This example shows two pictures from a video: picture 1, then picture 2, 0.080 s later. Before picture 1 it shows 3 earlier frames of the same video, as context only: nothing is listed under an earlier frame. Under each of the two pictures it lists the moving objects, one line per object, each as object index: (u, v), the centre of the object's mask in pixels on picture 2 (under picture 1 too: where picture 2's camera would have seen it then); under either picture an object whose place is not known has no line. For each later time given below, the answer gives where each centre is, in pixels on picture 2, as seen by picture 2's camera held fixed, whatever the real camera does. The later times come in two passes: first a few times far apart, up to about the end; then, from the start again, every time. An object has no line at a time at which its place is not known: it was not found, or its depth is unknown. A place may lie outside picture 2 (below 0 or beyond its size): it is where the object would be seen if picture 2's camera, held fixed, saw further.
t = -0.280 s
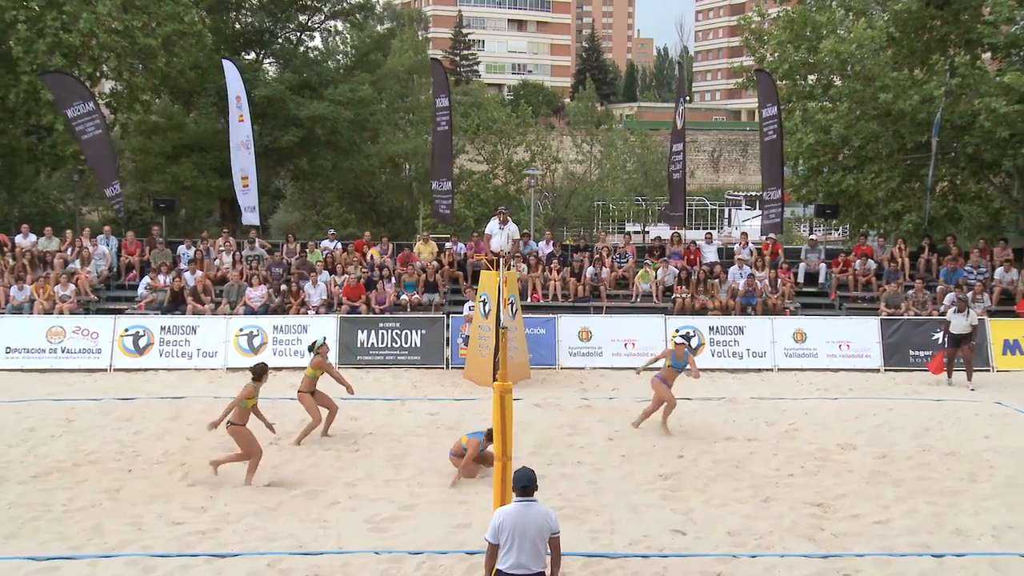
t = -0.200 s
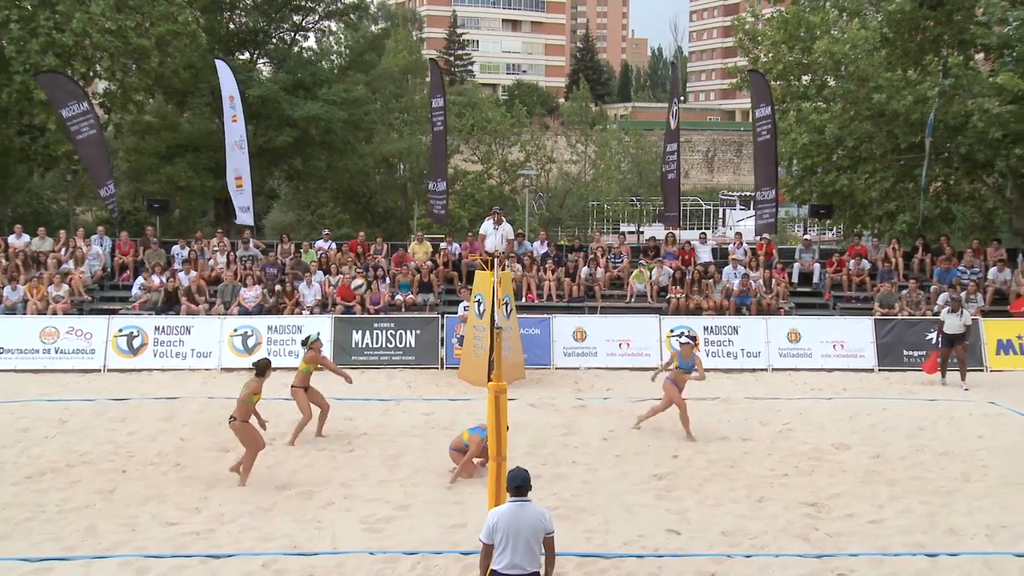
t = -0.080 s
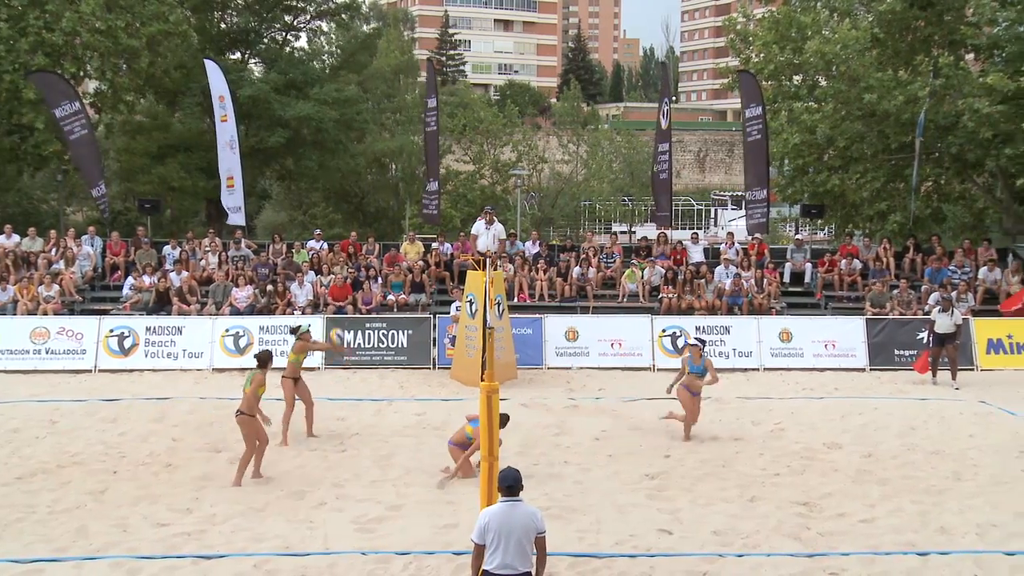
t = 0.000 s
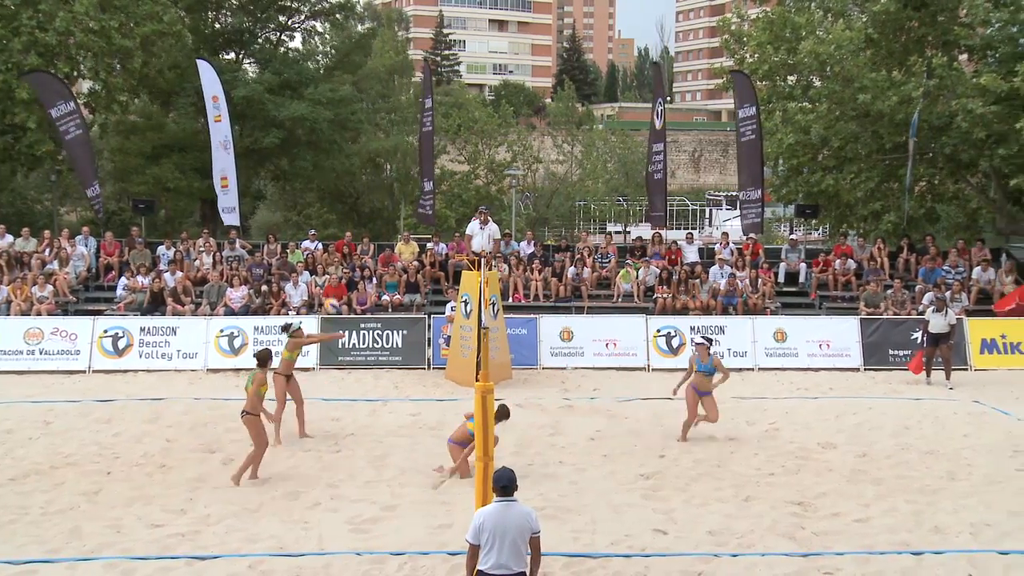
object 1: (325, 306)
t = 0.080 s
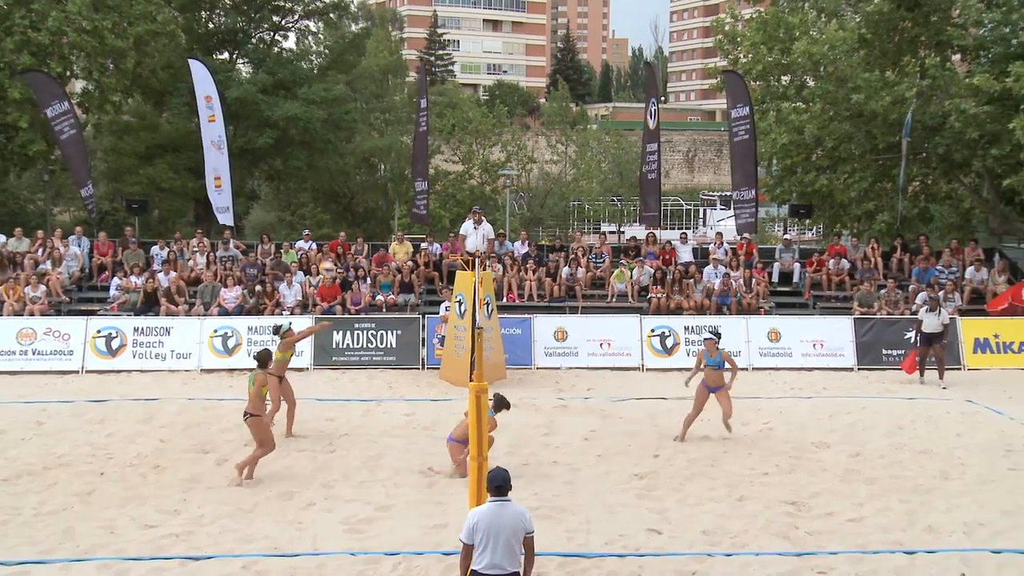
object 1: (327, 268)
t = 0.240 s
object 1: (327, 206)
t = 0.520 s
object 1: (330, 141)
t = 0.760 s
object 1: (331, 131)
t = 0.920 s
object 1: (331, 150)
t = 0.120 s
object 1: (327, 250)
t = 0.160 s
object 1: (327, 235)
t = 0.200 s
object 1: (327, 220)
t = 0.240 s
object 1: (327, 206)
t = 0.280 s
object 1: (327, 194)
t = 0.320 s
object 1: (328, 182)
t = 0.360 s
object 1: (328, 171)
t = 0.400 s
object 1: (329, 162)
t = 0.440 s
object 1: (329, 154)
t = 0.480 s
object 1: (329, 147)
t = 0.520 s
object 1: (330, 141)
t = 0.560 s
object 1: (330, 137)
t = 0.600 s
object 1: (330, 133)
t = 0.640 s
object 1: (331, 131)
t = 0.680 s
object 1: (331, 130)
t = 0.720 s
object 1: (331, 130)
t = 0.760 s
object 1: (331, 131)
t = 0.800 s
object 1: (331, 134)
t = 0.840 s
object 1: (331, 138)
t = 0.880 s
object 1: (331, 143)
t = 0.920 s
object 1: (331, 150)
